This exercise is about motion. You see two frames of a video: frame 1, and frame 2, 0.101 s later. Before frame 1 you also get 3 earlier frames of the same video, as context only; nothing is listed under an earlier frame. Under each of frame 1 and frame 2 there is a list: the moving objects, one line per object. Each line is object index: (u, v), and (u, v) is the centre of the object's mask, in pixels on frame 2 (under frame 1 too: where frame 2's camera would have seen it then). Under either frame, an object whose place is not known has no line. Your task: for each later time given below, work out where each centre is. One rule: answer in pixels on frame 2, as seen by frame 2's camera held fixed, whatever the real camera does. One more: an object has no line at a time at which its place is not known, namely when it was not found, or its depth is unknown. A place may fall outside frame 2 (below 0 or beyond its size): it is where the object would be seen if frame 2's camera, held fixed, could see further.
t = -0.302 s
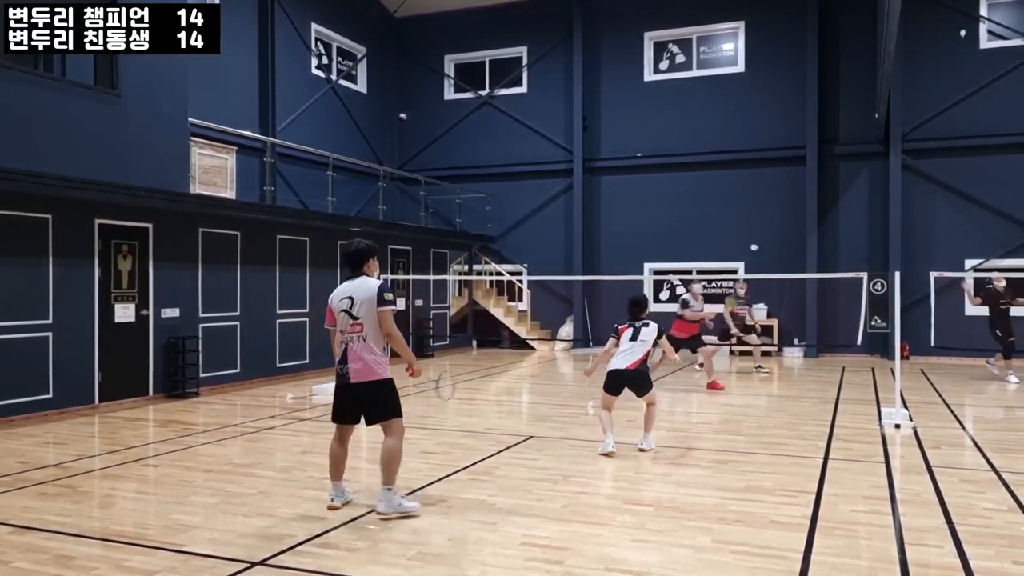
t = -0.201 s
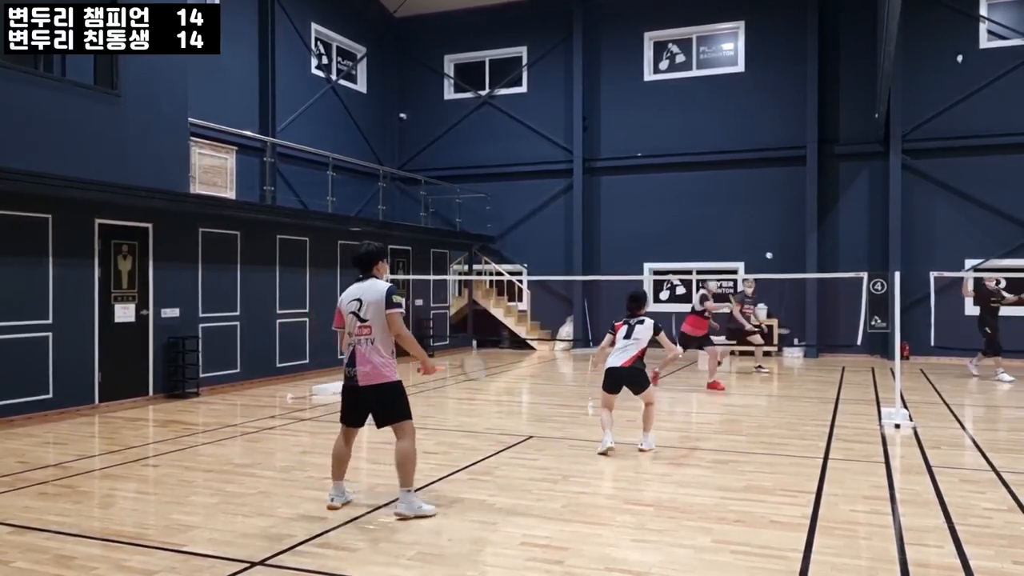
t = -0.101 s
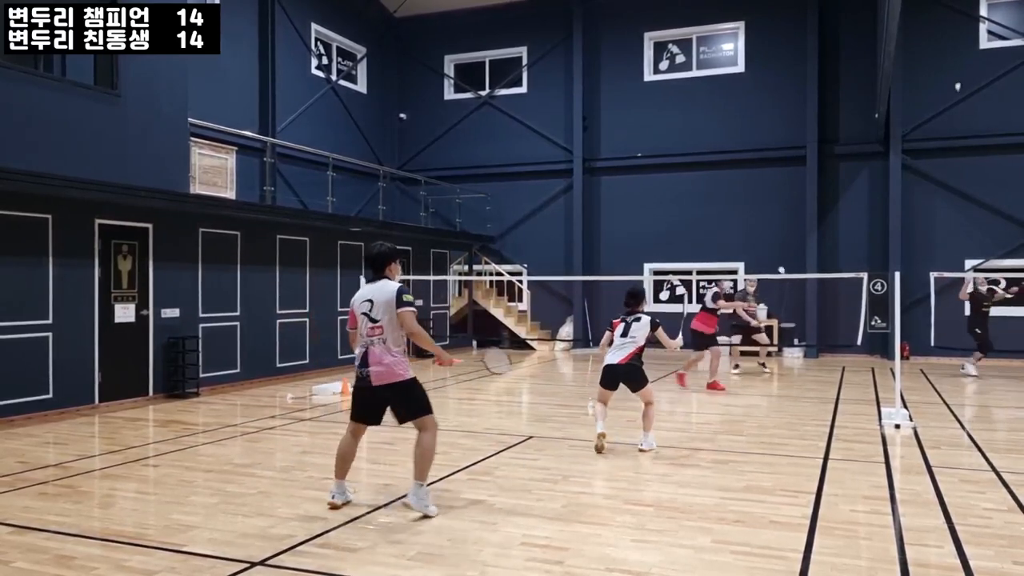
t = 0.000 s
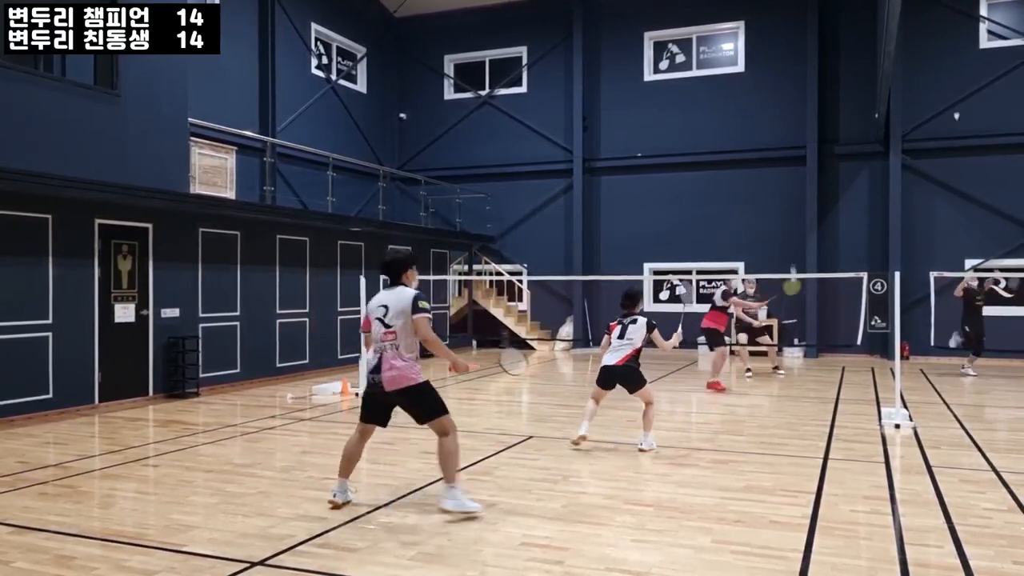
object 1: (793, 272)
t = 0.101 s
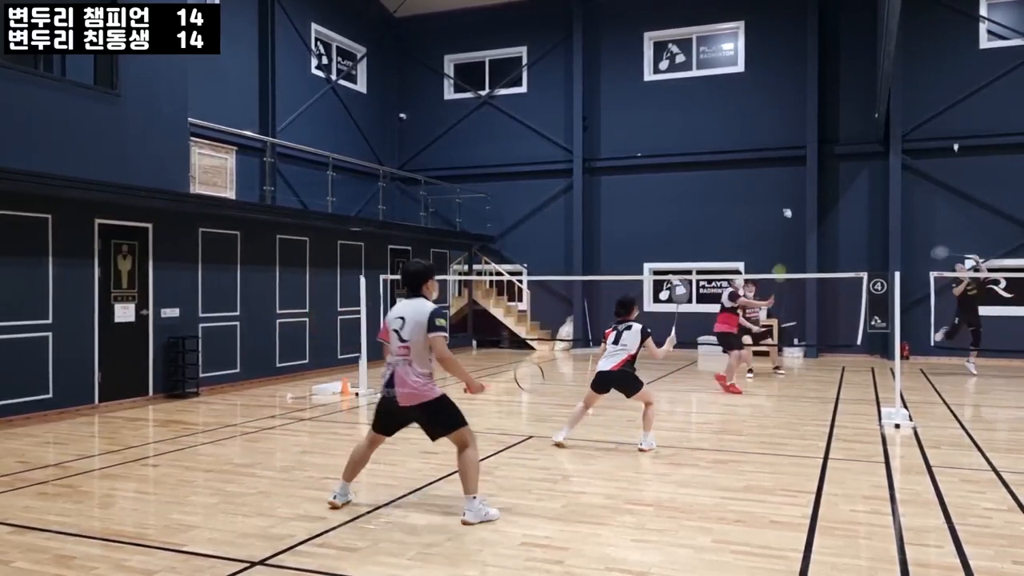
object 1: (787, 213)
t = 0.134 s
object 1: (781, 200)
